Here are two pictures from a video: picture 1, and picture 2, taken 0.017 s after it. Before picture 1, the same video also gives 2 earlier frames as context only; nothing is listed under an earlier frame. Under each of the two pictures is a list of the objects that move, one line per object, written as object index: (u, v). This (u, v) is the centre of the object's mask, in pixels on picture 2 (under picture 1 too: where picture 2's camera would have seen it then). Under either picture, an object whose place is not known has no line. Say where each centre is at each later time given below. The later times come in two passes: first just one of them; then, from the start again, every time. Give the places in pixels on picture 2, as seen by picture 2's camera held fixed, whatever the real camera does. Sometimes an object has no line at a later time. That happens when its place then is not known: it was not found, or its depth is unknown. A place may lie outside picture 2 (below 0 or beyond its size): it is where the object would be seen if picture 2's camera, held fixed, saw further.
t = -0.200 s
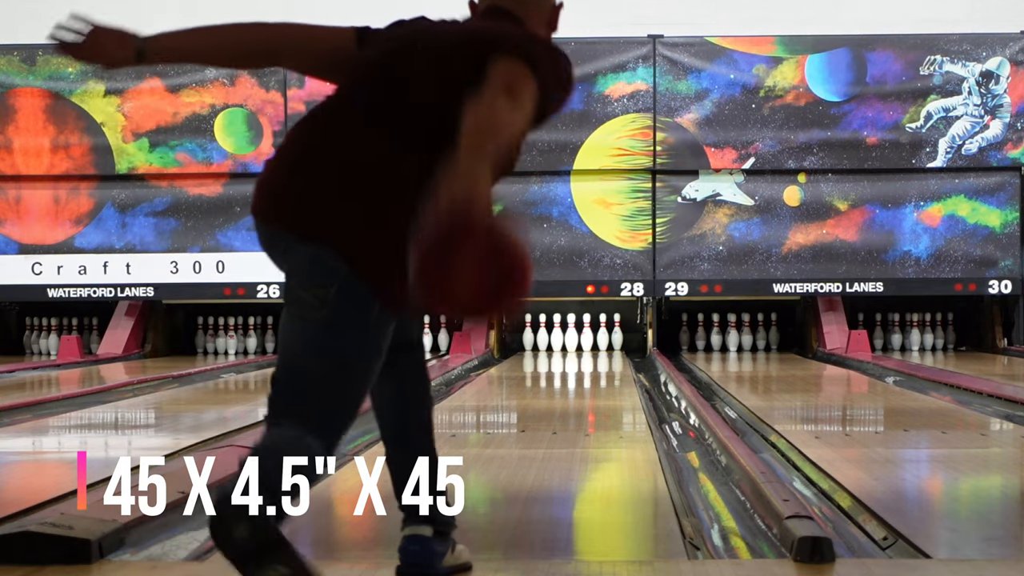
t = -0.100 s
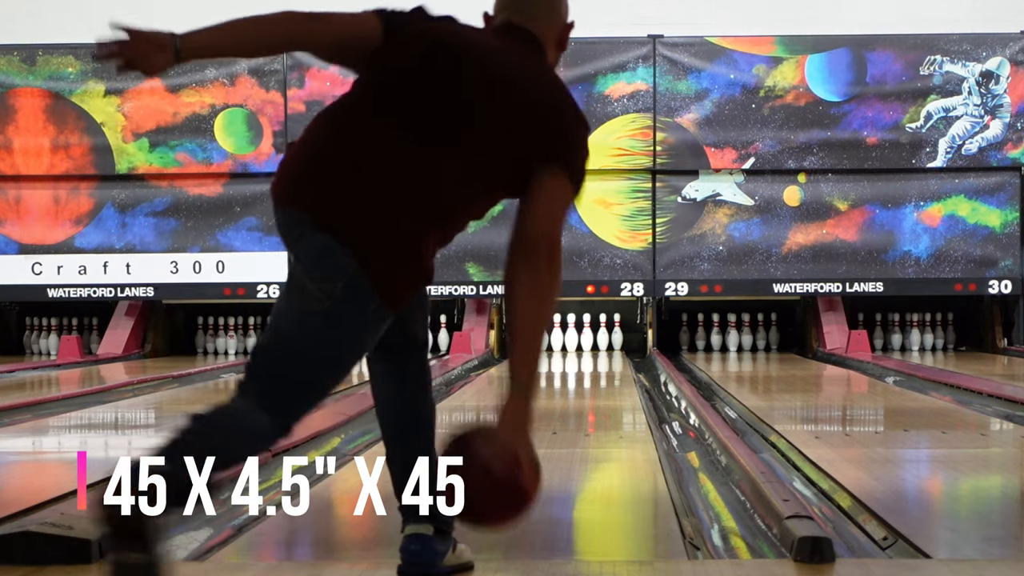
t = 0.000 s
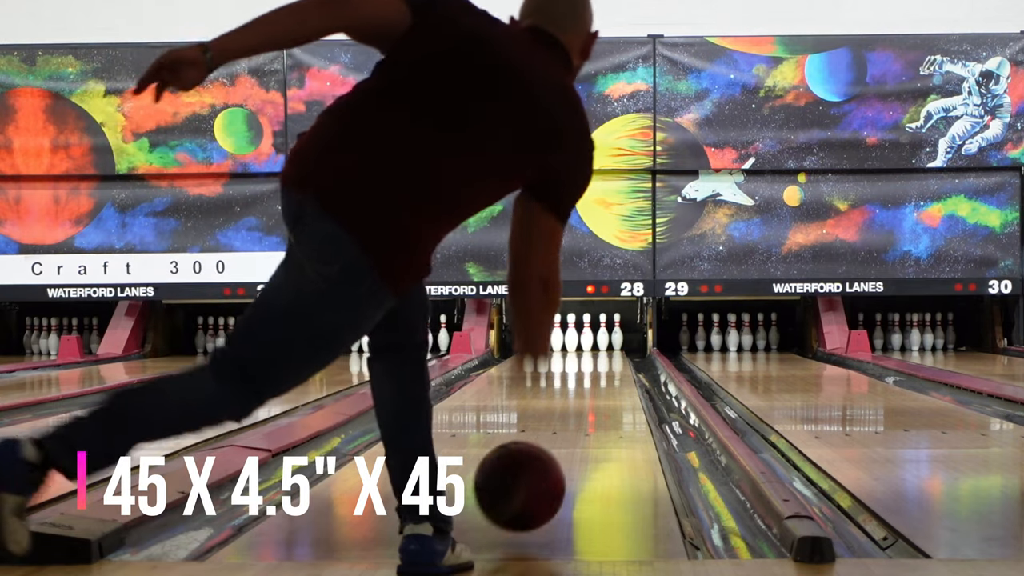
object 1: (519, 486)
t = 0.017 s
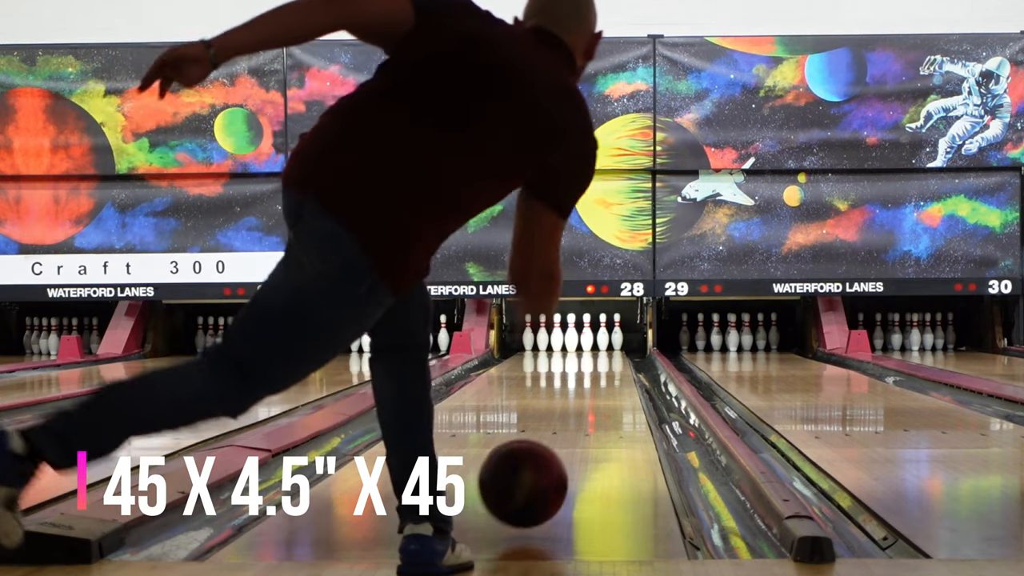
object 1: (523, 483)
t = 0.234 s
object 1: (557, 442)
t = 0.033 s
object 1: (526, 481)
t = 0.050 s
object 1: (529, 481)
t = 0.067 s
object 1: (533, 478)
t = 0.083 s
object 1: (536, 473)
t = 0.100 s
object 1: (538, 469)
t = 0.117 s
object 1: (541, 465)
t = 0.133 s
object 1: (543, 462)
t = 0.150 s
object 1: (546, 458)
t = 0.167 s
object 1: (548, 455)
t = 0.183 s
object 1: (550, 451)
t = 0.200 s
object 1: (552, 448)
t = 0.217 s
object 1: (555, 445)
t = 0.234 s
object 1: (557, 442)
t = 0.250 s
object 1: (558, 440)
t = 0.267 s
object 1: (560, 437)
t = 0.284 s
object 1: (562, 434)
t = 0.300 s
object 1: (563, 431)
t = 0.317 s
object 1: (565, 429)
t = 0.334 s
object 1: (566, 426)
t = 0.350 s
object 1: (568, 424)
